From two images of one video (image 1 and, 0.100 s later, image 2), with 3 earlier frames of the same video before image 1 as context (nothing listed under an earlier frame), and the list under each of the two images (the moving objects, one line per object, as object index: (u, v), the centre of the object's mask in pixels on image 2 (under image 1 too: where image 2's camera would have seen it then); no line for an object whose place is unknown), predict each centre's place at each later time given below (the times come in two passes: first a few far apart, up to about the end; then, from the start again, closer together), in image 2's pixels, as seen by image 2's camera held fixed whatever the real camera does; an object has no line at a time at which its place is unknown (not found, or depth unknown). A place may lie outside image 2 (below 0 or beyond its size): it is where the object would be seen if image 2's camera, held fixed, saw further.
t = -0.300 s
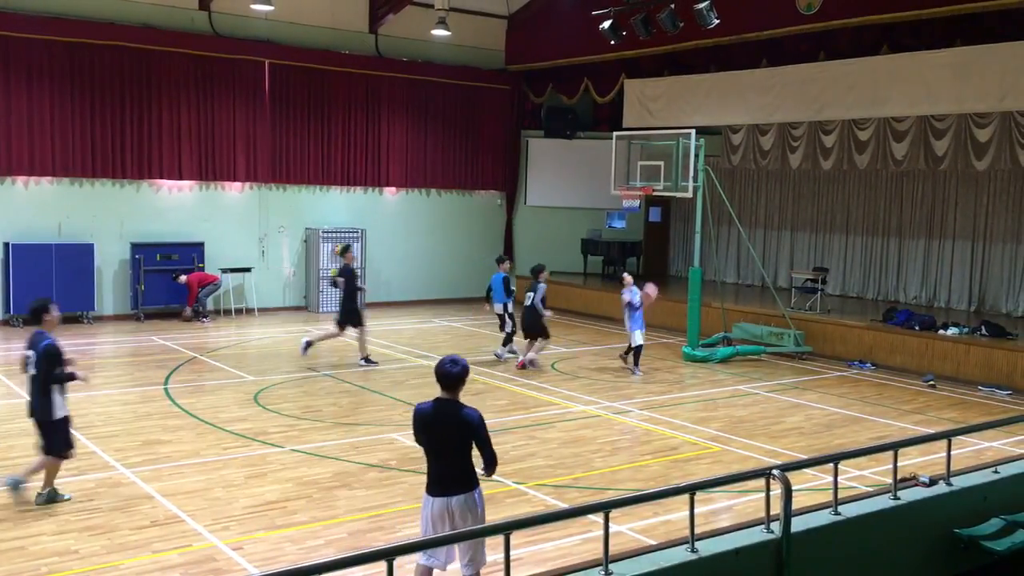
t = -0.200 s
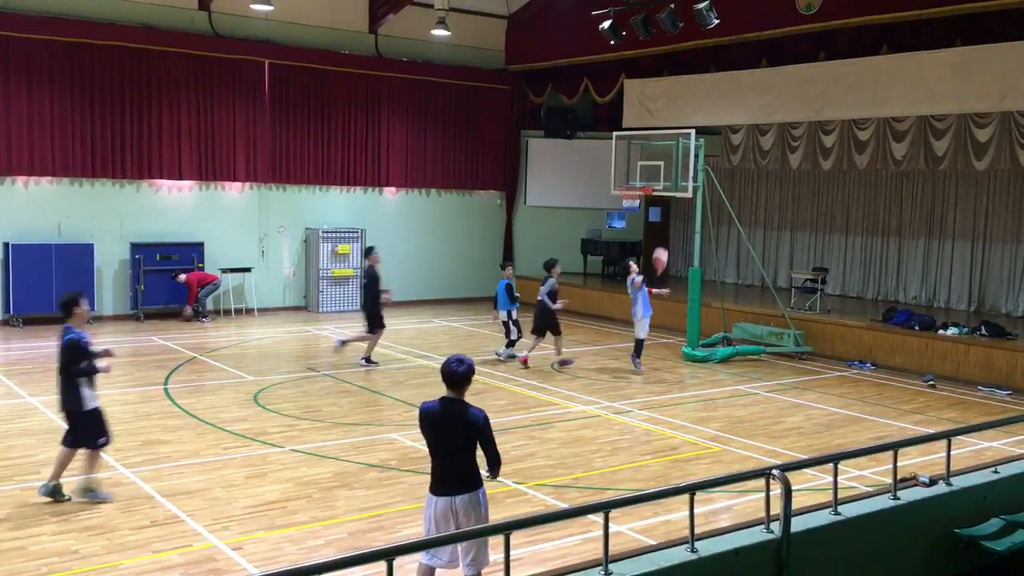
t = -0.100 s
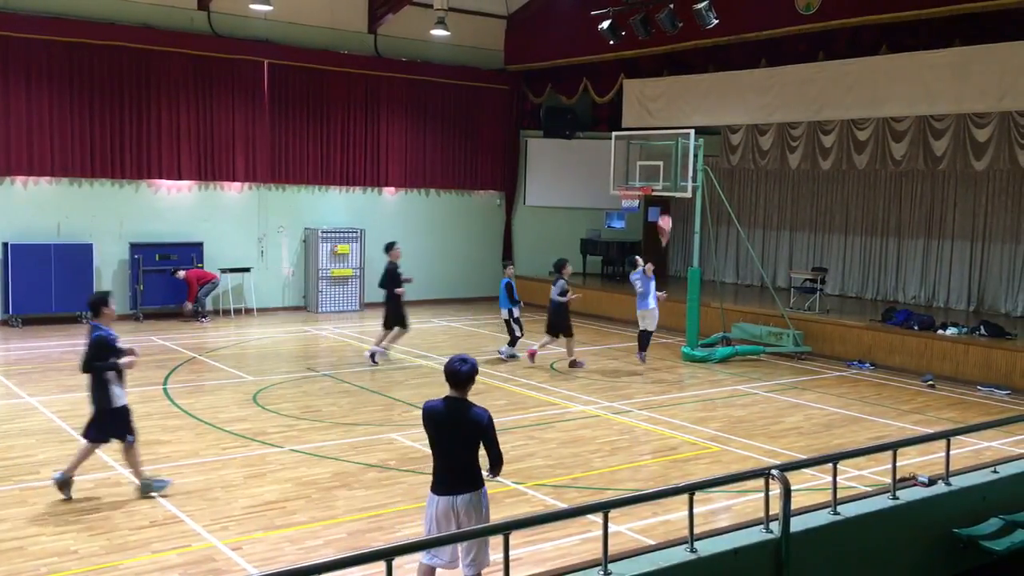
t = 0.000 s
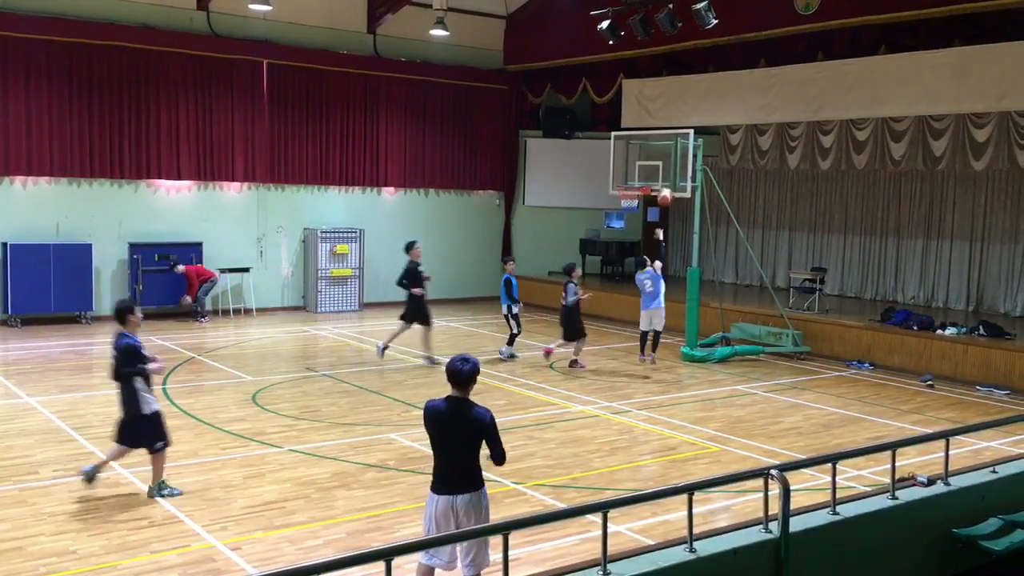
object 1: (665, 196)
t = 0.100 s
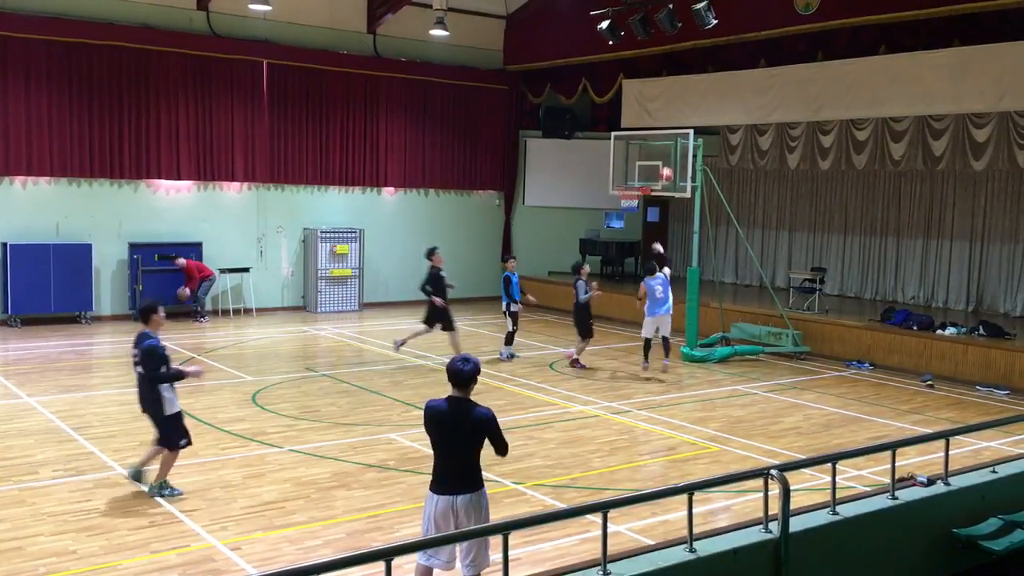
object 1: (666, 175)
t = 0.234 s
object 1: (665, 158)
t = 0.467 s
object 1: (665, 152)
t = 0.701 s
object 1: (648, 180)
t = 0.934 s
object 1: (670, 192)
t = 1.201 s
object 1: (697, 248)
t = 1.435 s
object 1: (719, 338)
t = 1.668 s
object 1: (743, 351)
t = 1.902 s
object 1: (771, 306)
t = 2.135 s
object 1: (799, 299)
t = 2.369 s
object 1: (826, 329)
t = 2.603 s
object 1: (853, 405)
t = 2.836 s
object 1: (885, 394)
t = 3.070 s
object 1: (920, 375)
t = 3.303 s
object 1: (952, 403)
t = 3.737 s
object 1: (1018, 437)
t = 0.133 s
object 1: (666, 170)
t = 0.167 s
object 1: (665, 165)
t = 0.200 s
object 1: (665, 161)
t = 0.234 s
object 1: (665, 158)
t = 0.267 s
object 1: (666, 154)
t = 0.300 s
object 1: (666, 153)
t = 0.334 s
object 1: (666, 152)
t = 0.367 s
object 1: (666, 151)
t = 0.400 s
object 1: (665, 151)
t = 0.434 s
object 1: (665, 151)
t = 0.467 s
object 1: (665, 152)
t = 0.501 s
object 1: (662, 155)
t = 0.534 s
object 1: (659, 159)
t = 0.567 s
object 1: (656, 160)
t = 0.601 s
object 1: (654, 165)
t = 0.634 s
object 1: (653, 170)
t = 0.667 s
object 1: (650, 175)
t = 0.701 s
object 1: (648, 180)
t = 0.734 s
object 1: (651, 179)
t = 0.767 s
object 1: (653, 181)
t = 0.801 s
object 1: (657, 182)
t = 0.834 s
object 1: (660, 183)
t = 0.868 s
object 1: (664, 185)
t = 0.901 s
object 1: (667, 188)
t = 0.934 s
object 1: (670, 192)
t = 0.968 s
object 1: (673, 196)
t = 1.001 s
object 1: (677, 202)
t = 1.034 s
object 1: (680, 208)
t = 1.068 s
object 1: (684, 215)
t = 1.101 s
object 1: (686, 222)
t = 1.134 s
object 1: (690, 230)
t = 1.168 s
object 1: (694, 238)
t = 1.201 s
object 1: (697, 248)
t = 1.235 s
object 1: (700, 260)
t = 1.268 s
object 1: (703, 271)
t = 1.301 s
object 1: (707, 282)
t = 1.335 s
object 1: (710, 295)
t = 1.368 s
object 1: (712, 308)
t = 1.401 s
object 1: (716, 323)
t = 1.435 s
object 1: (719, 338)
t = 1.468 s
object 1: (723, 355)
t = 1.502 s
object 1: (725, 373)
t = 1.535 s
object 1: (727, 391)
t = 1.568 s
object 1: (732, 382)
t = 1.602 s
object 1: (736, 371)
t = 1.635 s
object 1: (739, 362)
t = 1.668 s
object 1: (743, 351)
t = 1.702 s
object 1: (747, 344)
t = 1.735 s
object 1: (751, 336)
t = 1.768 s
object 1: (755, 328)
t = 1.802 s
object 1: (759, 322)
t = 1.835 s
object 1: (763, 316)
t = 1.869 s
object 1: (767, 310)
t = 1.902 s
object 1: (771, 306)
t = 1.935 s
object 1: (775, 302)
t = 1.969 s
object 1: (779, 299)
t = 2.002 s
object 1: (783, 298)
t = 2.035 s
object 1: (787, 297)
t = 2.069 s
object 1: (791, 297)
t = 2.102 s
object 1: (795, 297)
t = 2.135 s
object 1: (799, 299)
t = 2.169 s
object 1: (803, 300)
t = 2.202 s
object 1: (807, 302)
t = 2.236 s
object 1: (811, 306)
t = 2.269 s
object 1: (814, 310)
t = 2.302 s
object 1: (819, 316)
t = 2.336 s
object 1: (822, 322)
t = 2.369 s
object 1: (826, 329)
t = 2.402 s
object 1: (830, 337)
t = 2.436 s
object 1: (834, 347)
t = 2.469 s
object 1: (838, 355)
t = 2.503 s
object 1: (842, 366)
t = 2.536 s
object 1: (845, 378)
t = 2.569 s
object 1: (849, 391)
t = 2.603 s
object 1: (853, 405)
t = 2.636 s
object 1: (857, 421)
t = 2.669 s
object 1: (861, 434)
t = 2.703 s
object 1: (866, 424)
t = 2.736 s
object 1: (871, 415)
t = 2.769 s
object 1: (875, 407)
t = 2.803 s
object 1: (879, 401)
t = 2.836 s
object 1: (885, 394)
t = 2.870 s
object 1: (890, 389)
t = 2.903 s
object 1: (895, 385)
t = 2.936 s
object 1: (900, 381)
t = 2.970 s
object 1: (906, 377)
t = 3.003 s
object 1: (911, 375)
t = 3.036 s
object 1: (915, 375)
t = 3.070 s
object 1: (920, 375)
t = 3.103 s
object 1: (925, 376)
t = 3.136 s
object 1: (929, 377)
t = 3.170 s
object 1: (934, 381)
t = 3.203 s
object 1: (938, 384)
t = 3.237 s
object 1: (942, 389)
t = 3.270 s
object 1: (948, 395)
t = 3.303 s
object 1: (952, 403)
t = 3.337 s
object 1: (957, 411)
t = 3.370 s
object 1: (961, 417)
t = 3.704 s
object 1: (1015, 441)
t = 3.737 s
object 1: (1018, 437)
